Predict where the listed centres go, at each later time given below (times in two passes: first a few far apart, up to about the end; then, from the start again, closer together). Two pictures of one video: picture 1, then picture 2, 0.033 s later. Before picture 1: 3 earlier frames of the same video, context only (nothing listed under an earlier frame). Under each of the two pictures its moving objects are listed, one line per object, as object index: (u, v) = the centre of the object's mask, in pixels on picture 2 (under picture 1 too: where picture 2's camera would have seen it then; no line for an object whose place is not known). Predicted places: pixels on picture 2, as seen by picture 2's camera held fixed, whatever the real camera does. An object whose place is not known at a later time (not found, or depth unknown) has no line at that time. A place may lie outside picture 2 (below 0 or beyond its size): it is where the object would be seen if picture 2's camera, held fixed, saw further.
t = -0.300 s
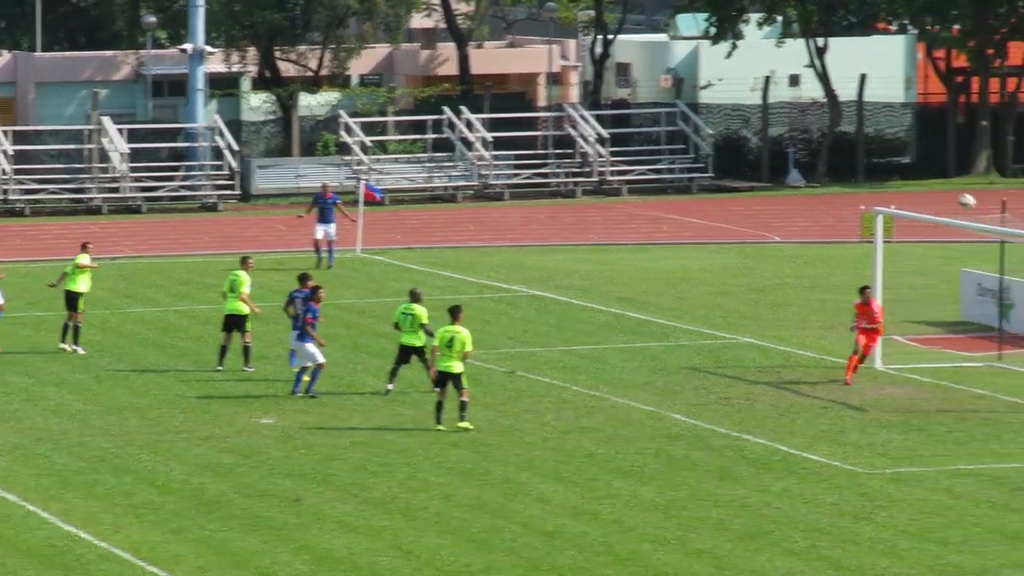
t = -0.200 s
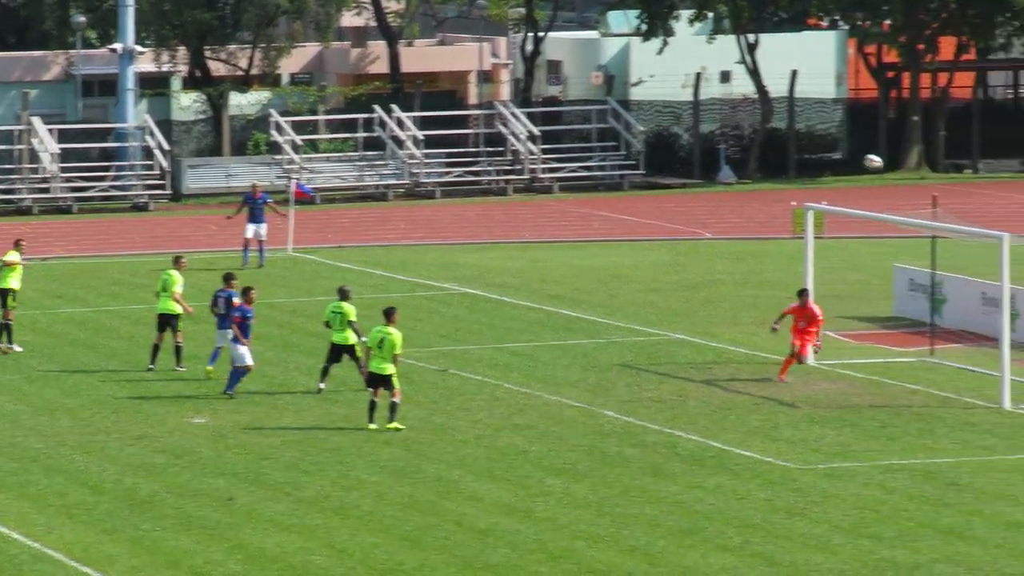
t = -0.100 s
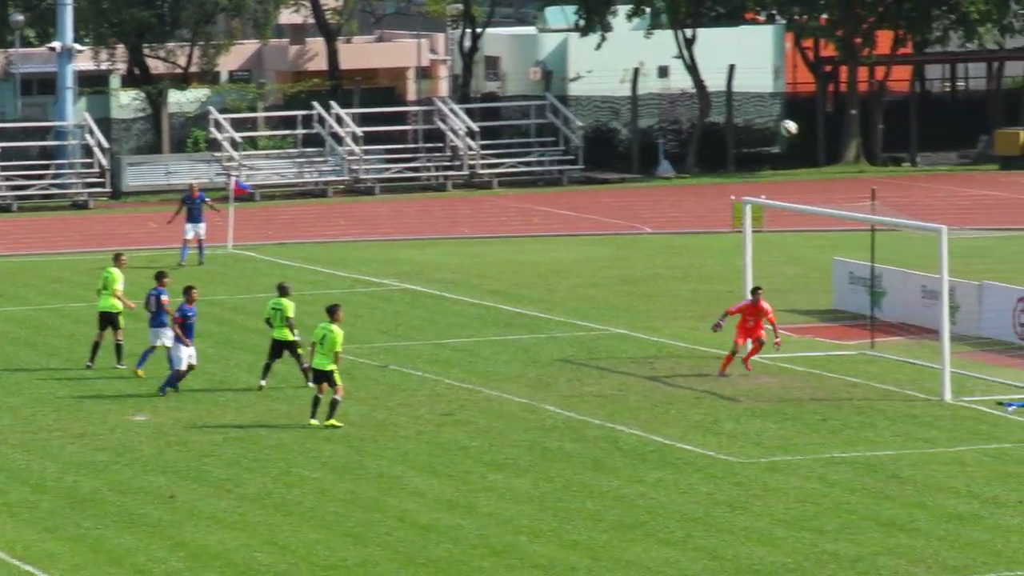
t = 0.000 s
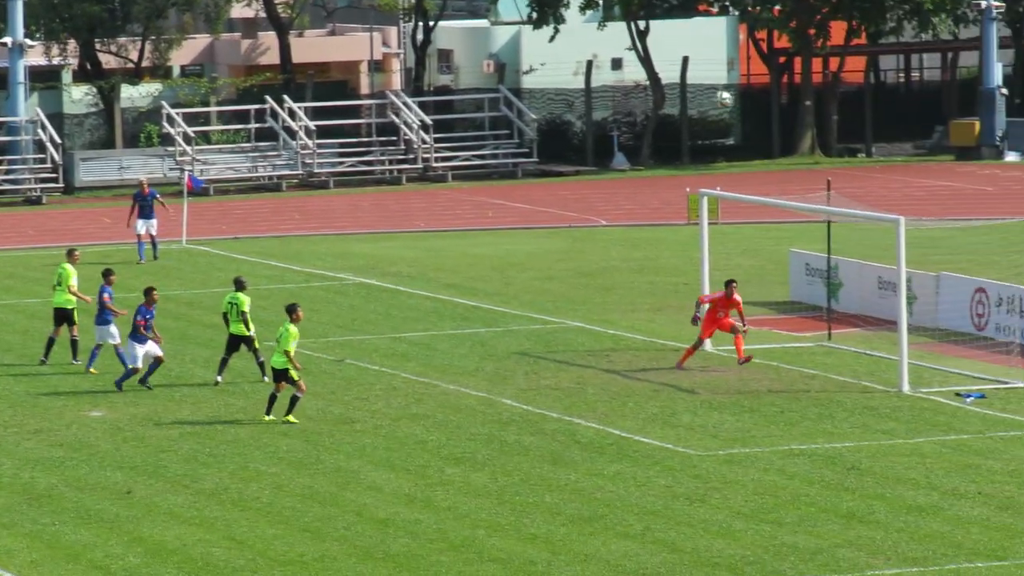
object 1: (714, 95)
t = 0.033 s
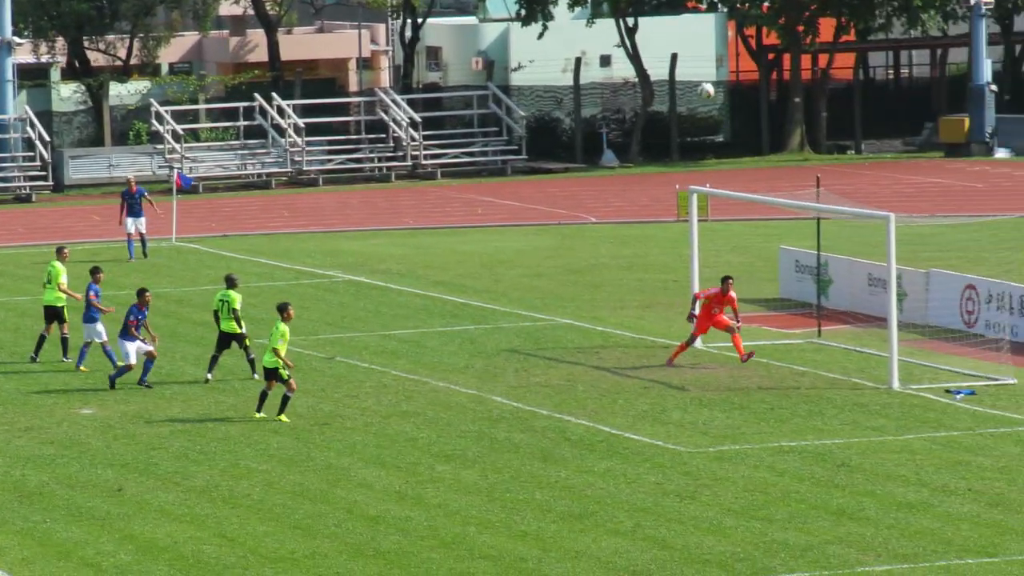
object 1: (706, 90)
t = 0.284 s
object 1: (671, 79)
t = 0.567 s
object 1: (649, 128)
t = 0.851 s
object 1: (647, 252)
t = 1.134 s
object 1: (660, 460)
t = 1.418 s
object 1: (694, 479)
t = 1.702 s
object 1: (741, 415)
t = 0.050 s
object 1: (703, 87)
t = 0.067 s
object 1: (701, 85)
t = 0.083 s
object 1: (697, 84)
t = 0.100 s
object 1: (694, 82)
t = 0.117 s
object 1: (693, 80)
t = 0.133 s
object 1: (690, 79)
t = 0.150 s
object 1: (688, 80)
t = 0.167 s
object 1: (685, 78)
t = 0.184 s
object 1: (684, 77)
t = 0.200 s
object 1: (679, 77)
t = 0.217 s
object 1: (678, 78)
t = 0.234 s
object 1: (676, 77)
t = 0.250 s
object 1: (674, 78)
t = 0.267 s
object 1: (672, 78)
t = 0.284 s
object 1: (671, 79)
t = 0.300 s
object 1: (669, 80)
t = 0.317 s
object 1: (668, 81)
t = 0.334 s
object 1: (666, 83)
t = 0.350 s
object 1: (663, 85)
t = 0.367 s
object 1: (662, 86)
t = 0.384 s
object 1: (661, 88)
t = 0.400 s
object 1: (660, 90)
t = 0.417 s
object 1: (659, 92)
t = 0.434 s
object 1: (657, 95)
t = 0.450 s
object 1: (656, 98)
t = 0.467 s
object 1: (655, 102)
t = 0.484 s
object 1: (654, 106)
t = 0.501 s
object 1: (652, 110)
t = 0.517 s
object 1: (651, 114)
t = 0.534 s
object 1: (650, 118)
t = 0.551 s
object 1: (650, 123)
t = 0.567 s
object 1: (649, 128)
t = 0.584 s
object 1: (648, 133)
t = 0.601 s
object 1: (648, 139)
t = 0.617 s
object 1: (647, 145)
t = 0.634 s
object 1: (647, 150)
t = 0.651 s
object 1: (647, 156)
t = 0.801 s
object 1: (646, 225)
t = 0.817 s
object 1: (647, 234)
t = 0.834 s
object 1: (647, 243)
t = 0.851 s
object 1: (647, 252)
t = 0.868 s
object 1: (648, 262)
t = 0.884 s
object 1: (648, 272)
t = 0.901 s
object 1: (648, 283)
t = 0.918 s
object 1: (649, 294)
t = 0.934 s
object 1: (650, 304)
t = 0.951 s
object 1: (651, 316)
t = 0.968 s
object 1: (651, 327)
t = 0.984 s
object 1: (652, 339)
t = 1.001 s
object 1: (653, 351)
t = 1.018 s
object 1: (654, 364)
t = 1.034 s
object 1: (654, 377)
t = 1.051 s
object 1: (655, 390)
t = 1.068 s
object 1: (657, 402)
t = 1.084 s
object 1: (657, 417)
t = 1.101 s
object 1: (658, 431)
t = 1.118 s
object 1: (660, 445)
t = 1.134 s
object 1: (660, 460)
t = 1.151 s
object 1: (661, 475)
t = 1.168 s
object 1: (664, 490)
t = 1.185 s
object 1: (665, 505)
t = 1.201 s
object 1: (666, 521)
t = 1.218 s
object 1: (667, 538)
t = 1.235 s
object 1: (669, 554)
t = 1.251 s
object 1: (671, 551)
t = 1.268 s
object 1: (673, 542)
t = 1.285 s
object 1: (675, 535)
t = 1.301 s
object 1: (677, 527)
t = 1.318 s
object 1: (679, 519)
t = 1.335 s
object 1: (682, 512)
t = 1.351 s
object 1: (683, 505)
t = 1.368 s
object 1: (686, 499)
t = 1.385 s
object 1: (688, 493)
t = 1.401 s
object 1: (691, 486)
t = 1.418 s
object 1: (694, 479)
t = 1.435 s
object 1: (696, 474)
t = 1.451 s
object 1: (699, 468)
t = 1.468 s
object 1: (702, 464)
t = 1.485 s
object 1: (704, 458)
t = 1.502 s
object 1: (707, 453)
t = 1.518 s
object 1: (709, 449)
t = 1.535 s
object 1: (713, 444)
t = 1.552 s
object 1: (715, 440)
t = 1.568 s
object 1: (718, 437)
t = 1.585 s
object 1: (720, 433)
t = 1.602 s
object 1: (723, 430)
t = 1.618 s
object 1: (727, 427)
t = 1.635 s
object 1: (730, 423)
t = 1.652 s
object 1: (733, 421)
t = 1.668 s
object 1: (735, 418)
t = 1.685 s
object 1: (738, 417)
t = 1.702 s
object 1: (741, 415)
